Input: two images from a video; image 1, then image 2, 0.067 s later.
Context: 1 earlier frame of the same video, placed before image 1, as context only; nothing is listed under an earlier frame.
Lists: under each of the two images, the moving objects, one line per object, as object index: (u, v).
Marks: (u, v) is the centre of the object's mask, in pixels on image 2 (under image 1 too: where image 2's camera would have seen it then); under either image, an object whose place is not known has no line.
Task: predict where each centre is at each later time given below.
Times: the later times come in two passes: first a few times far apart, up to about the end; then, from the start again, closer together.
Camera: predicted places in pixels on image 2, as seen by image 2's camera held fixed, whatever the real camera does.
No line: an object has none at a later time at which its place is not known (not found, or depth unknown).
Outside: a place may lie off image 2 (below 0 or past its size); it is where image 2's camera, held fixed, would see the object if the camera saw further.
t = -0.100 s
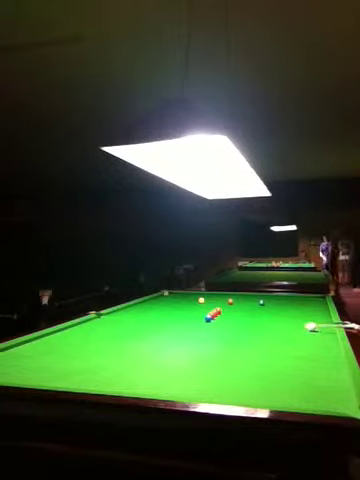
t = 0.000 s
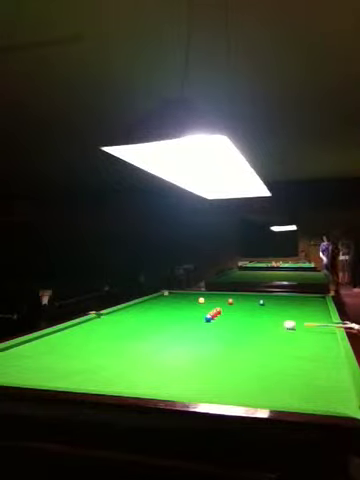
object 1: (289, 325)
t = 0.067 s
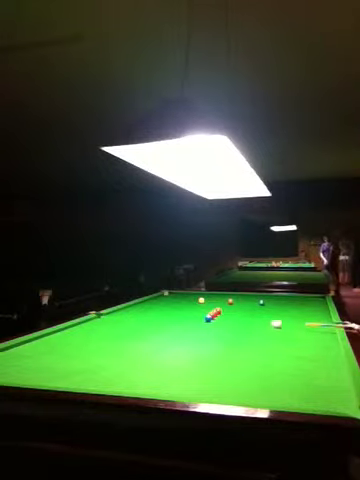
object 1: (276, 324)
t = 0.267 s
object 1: (240, 320)
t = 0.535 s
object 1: (213, 317)
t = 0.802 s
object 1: (204, 316)
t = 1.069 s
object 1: (195, 315)
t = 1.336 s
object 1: (187, 314)
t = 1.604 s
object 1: (181, 314)
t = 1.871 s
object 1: (175, 313)
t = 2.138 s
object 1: (169, 313)
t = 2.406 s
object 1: (165, 313)
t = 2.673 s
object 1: (162, 312)
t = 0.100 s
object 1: (270, 324)
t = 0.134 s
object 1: (263, 323)
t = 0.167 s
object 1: (257, 322)
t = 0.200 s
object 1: (251, 322)
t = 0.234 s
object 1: (245, 321)
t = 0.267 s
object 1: (240, 320)
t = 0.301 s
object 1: (234, 320)
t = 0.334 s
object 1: (229, 319)
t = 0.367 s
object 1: (223, 319)
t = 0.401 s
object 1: (218, 318)
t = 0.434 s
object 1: (215, 317)
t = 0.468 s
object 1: (215, 317)
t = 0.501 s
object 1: (214, 317)
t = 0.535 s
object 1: (213, 317)
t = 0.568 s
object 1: (212, 316)
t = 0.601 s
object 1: (210, 316)
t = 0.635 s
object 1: (209, 316)
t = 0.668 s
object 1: (208, 316)
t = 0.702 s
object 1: (207, 316)
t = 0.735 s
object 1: (206, 316)
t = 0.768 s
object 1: (206, 316)
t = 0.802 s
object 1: (204, 316)
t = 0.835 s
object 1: (203, 316)
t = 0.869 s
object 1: (201, 315)
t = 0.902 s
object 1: (201, 316)
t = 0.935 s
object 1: (199, 315)
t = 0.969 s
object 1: (199, 315)
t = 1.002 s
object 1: (197, 315)
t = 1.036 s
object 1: (196, 315)
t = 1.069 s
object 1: (195, 315)
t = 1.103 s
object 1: (194, 315)
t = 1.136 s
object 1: (193, 315)
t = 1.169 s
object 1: (193, 315)
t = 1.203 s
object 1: (191, 315)
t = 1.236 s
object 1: (190, 314)
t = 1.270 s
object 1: (189, 314)
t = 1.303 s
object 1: (188, 314)
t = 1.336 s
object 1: (187, 314)
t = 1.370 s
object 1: (187, 314)
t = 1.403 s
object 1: (186, 314)
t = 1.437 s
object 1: (184, 314)
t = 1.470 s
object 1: (184, 314)
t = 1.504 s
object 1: (183, 314)
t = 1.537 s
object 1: (182, 314)
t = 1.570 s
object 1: (181, 314)
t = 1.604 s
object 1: (181, 314)
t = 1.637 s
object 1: (180, 313)
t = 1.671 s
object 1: (179, 313)
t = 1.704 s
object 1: (179, 313)
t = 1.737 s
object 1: (177, 314)
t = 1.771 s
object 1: (177, 313)
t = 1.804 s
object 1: (177, 313)
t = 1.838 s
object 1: (175, 313)
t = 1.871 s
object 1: (175, 313)
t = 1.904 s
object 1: (174, 313)
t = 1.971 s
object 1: (172, 313)
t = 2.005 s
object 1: (172, 313)
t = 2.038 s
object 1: (171, 313)
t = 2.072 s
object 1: (170, 313)
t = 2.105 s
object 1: (170, 313)
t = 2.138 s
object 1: (169, 313)
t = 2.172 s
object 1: (169, 313)
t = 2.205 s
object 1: (168, 313)
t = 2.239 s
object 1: (168, 313)
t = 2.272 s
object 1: (167, 313)
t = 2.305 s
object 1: (167, 313)
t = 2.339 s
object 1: (167, 313)
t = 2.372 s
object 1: (166, 313)
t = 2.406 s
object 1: (165, 313)
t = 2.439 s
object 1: (165, 313)
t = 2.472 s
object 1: (165, 313)
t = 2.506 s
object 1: (164, 312)
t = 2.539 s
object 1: (164, 312)
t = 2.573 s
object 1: (163, 312)
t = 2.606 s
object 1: (163, 312)
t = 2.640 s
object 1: (162, 312)
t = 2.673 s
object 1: (162, 312)
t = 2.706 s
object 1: (161, 312)
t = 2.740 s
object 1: (161, 312)
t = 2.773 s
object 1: (161, 312)
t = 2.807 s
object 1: (161, 312)
